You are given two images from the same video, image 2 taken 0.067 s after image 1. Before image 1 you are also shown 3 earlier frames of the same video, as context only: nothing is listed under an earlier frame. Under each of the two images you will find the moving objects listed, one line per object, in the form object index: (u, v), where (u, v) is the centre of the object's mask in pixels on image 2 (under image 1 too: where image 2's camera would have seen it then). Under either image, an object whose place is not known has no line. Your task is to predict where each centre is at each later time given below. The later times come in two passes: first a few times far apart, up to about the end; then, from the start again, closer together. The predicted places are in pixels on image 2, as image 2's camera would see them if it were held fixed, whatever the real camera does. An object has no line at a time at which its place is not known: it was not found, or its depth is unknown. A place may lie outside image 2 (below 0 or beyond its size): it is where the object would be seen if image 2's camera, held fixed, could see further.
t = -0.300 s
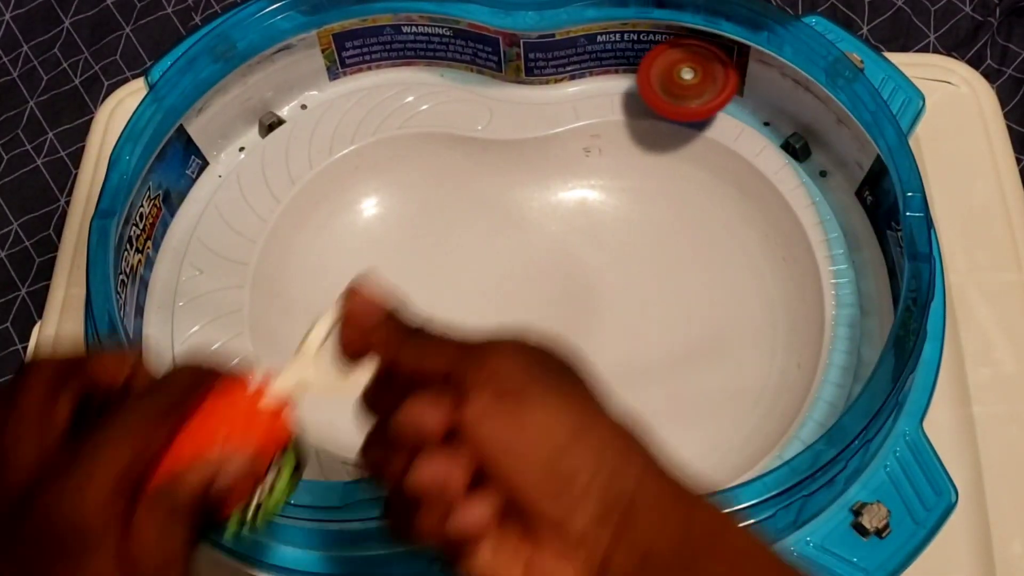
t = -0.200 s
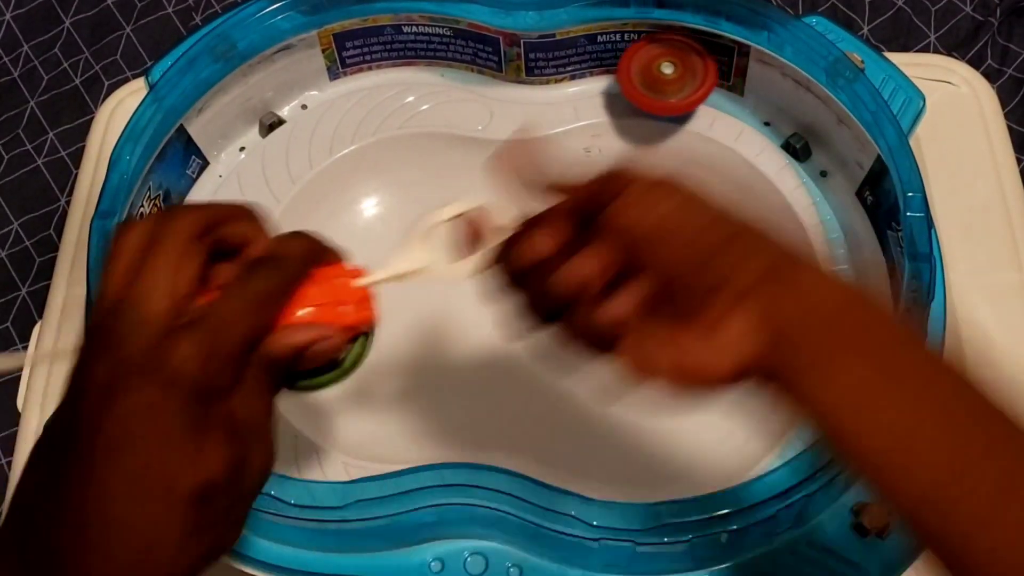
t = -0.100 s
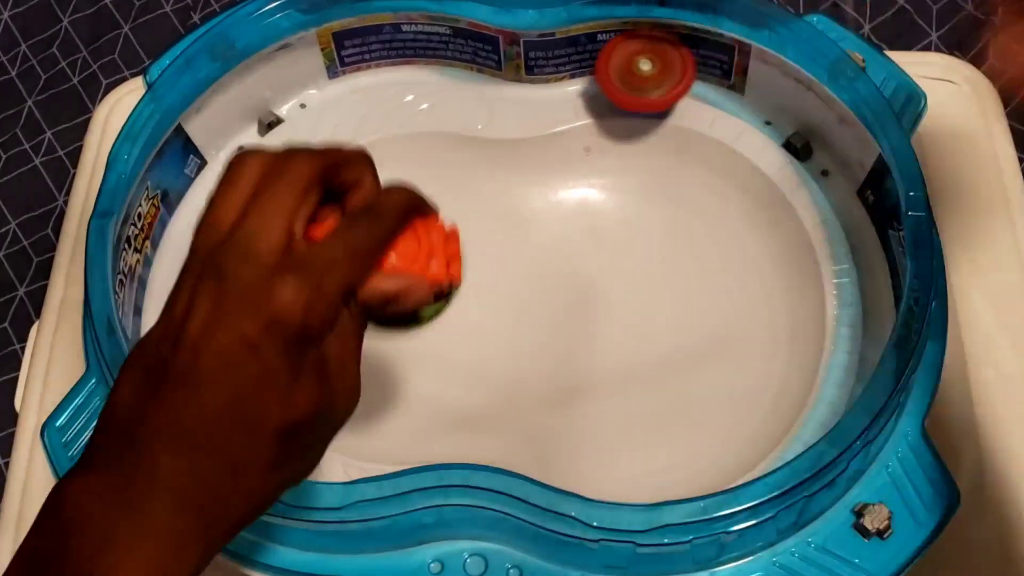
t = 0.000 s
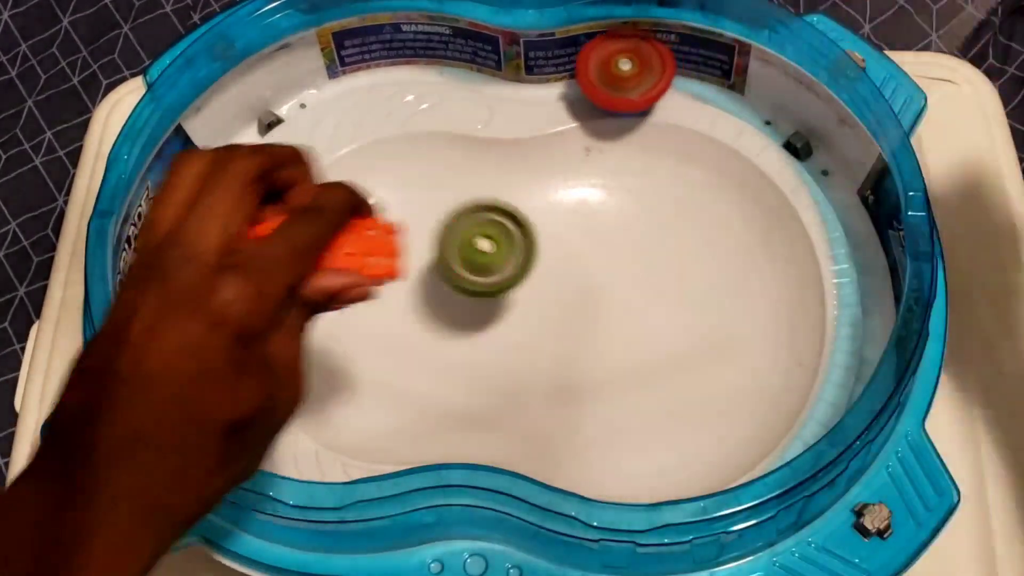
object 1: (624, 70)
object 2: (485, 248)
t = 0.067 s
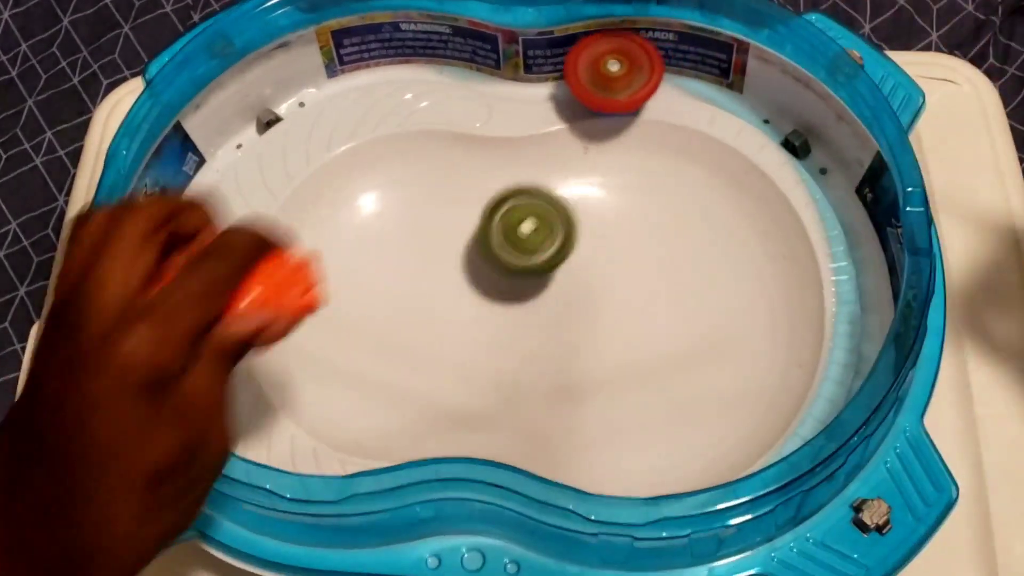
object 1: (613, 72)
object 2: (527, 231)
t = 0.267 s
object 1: (568, 115)
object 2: (657, 235)
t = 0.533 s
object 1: (476, 338)
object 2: (659, 188)
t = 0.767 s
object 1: (743, 399)
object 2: (523, 353)
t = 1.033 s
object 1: (555, 137)
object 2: (749, 394)
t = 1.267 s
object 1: (205, 379)
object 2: (565, 102)
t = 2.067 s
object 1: (527, 96)
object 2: (747, 129)
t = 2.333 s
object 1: (277, 378)
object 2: (351, 232)
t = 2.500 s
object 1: (409, 433)
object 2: (296, 437)
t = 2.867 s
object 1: (737, 108)
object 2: (625, 241)
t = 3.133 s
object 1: (559, 157)
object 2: (543, 281)
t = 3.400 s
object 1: (461, 293)
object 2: (765, 409)
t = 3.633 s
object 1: (482, 347)
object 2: (804, 301)
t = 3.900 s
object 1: (592, 361)
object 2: (456, 241)
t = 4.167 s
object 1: (658, 310)
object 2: (338, 403)
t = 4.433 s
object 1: (631, 219)
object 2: (721, 295)
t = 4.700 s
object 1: (566, 251)
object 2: (580, 136)
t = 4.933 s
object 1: (574, 324)
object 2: (368, 294)
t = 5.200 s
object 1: (693, 374)
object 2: (574, 398)
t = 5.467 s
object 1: (679, 191)
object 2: (659, 309)
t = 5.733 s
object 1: (463, 165)
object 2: (466, 272)
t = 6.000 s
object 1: (350, 241)
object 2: (326, 367)
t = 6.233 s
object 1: (509, 257)
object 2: (563, 353)
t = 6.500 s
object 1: (674, 238)
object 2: (720, 321)
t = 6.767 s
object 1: (688, 205)
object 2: (700, 306)
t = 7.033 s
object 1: (636, 270)
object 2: (615, 452)
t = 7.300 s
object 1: (538, 291)
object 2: (642, 352)
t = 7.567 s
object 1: (391, 152)
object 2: (475, 285)
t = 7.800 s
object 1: (410, 240)
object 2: (382, 325)
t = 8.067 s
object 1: (664, 262)
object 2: (477, 401)
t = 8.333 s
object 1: (666, 281)
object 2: (576, 314)
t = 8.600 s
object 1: (651, 328)
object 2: (528, 193)
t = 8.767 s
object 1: (647, 314)
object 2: (481, 198)
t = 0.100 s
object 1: (612, 75)
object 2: (549, 217)
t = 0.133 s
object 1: (611, 79)
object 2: (573, 211)
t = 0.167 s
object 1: (607, 83)
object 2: (595, 217)
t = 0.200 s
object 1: (597, 88)
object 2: (616, 233)
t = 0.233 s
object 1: (583, 97)
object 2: (636, 237)
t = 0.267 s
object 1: (568, 115)
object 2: (657, 235)
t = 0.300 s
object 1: (555, 140)
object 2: (676, 234)
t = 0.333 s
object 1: (541, 174)
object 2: (691, 228)
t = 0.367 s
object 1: (523, 211)
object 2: (700, 221)
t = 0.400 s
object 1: (503, 248)
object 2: (705, 213)
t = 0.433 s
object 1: (483, 278)
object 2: (703, 205)
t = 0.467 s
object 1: (470, 301)
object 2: (695, 198)
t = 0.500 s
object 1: (469, 320)
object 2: (681, 192)
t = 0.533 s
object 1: (476, 338)
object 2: (659, 188)
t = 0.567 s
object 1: (493, 356)
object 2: (629, 186)
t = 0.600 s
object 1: (519, 371)
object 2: (596, 198)
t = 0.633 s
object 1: (553, 385)
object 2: (568, 220)
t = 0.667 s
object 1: (592, 403)
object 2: (543, 253)
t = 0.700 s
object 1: (640, 419)
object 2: (528, 287)
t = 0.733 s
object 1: (692, 419)
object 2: (521, 320)
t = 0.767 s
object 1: (743, 399)
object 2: (523, 353)
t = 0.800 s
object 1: (781, 360)
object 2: (531, 382)
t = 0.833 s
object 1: (797, 318)
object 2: (546, 408)
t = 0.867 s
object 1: (796, 274)
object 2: (569, 432)
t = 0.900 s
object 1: (777, 236)
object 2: (602, 447)
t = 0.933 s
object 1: (739, 203)
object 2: (638, 453)
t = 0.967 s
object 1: (685, 171)
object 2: (677, 448)
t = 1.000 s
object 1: (621, 147)
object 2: (717, 429)
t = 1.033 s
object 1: (555, 137)
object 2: (749, 394)
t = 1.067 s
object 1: (488, 144)
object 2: (767, 351)
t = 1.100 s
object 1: (421, 162)
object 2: (772, 300)
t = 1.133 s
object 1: (360, 188)
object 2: (762, 248)
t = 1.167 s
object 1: (299, 219)
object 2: (735, 194)
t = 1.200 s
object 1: (250, 264)
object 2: (694, 147)
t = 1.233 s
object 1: (223, 317)
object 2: (631, 114)
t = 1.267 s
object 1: (205, 379)
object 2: (565, 102)
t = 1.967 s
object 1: (659, 81)
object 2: (838, 252)
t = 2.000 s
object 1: (611, 83)
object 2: (843, 196)
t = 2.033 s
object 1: (565, 88)
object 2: (793, 160)
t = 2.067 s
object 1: (527, 96)
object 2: (747, 129)
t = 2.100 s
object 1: (495, 109)
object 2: (696, 95)
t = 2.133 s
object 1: (460, 130)
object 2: (647, 73)
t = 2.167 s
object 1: (428, 166)
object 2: (596, 78)
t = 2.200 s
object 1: (387, 201)
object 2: (549, 96)
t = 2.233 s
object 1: (342, 239)
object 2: (503, 120)
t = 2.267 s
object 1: (300, 283)
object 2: (455, 153)
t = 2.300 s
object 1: (276, 331)
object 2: (409, 194)
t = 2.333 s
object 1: (277, 378)
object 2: (351, 232)
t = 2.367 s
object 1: (301, 422)
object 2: (291, 277)
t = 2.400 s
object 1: (335, 453)
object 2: (257, 323)
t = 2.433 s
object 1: (358, 455)
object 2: (234, 377)
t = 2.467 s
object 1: (383, 445)
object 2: (234, 422)
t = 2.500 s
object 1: (409, 433)
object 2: (296, 437)
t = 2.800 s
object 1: (778, 187)
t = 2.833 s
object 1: (760, 143)
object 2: (612, 260)
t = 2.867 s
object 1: (737, 108)
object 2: (625, 241)
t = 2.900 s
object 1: (713, 84)
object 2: (633, 224)
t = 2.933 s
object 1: (679, 85)
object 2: (634, 211)
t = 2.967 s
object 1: (652, 86)
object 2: (629, 199)
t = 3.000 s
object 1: (627, 95)
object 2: (617, 190)
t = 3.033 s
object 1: (607, 96)
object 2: (595, 210)
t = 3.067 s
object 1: (590, 101)
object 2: (572, 237)
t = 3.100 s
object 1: (573, 125)
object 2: (552, 262)
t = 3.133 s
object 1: (559, 157)
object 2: (543, 281)
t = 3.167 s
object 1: (542, 196)
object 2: (541, 303)
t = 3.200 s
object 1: (523, 229)
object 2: (545, 323)
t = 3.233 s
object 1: (503, 243)
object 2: (565, 358)
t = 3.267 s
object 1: (487, 253)
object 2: (594, 391)
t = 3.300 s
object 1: (478, 262)
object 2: (635, 422)
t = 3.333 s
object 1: (469, 273)
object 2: (684, 441)
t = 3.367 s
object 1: (464, 282)
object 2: (729, 430)
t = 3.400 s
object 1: (461, 293)
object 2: (765, 409)
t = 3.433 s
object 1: (458, 301)
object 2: (793, 388)
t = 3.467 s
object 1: (459, 311)
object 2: (819, 363)
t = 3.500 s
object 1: (459, 320)
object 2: (838, 344)
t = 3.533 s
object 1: (462, 327)
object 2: (847, 331)
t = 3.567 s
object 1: (467, 336)
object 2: (842, 319)
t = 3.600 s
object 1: (472, 342)
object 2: (827, 309)
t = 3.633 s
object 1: (482, 347)
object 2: (804, 301)
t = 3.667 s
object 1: (493, 352)
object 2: (776, 299)
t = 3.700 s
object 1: (505, 354)
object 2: (731, 288)
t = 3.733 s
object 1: (520, 356)
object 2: (687, 267)
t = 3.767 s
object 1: (535, 358)
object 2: (645, 248)
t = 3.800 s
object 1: (550, 359)
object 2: (601, 237)
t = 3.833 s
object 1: (565, 361)
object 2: (556, 233)
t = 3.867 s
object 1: (579, 361)
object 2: (507, 235)
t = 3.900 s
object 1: (592, 361)
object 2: (456, 241)
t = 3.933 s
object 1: (605, 363)
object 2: (411, 248)
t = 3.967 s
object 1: (616, 362)
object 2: (371, 260)
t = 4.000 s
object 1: (627, 357)
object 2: (335, 275)
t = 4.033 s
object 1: (637, 352)
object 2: (303, 297)
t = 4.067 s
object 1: (644, 342)
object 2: (284, 322)
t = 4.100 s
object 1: (653, 331)
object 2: (283, 351)
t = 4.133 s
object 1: (657, 321)
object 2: (302, 379)
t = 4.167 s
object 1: (658, 310)
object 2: (338, 403)
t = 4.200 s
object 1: (661, 297)
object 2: (395, 410)
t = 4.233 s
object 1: (661, 286)
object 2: (456, 400)
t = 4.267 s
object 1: (658, 275)
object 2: (521, 386)
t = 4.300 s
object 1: (656, 264)
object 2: (579, 372)
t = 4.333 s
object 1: (650, 256)
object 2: (628, 357)
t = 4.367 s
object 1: (645, 242)
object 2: (667, 340)
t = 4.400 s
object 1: (639, 228)
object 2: (700, 318)
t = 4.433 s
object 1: (631, 219)
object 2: (721, 295)
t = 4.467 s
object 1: (621, 212)
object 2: (734, 266)
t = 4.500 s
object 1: (613, 207)
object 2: (738, 235)
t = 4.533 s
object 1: (606, 208)
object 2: (734, 205)
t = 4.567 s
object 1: (599, 211)
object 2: (717, 177)
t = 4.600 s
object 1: (594, 215)
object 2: (691, 156)
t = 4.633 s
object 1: (590, 222)
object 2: (651, 144)
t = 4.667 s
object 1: (578, 237)
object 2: (616, 135)
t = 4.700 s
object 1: (566, 251)
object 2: (580, 136)
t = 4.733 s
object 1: (560, 260)
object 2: (545, 149)
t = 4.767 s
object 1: (557, 271)
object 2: (506, 175)
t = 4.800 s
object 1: (556, 282)
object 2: (467, 206)
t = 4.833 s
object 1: (558, 291)
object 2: (430, 231)
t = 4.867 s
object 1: (562, 302)
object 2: (399, 253)
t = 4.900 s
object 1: (568, 313)
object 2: (378, 273)
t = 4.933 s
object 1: (574, 324)
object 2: (368, 294)
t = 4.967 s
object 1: (582, 335)
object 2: (367, 316)
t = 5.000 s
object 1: (594, 347)
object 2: (378, 339)
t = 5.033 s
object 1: (608, 359)
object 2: (397, 357)
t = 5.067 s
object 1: (622, 369)
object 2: (424, 370)
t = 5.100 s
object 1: (637, 376)
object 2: (460, 380)
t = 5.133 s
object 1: (651, 377)
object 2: (505, 385)
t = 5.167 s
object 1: (666, 376)
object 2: (549, 392)
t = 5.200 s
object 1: (693, 374)
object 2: (574, 398)
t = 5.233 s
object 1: (723, 362)
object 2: (596, 404)
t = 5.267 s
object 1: (747, 343)
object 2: (614, 408)
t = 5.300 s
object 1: (763, 318)
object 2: (638, 404)
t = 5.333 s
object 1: (768, 288)
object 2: (657, 391)
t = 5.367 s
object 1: (761, 255)
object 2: (667, 374)
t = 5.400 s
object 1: (740, 224)
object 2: (672, 352)
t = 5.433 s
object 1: (713, 202)
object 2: (668, 329)
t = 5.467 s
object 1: (679, 191)
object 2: (659, 309)
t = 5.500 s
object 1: (645, 191)
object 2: (644, 289)
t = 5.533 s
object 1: (616, 188)
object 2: (626, 278)
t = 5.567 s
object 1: (589, 177)
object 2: (602, 275)
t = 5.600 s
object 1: (563, 174)
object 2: (576, 272)
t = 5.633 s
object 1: (535, 176)
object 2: (549, 268)
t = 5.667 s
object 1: (509, 174)
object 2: (521, 267)
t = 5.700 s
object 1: (483, 175)
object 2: (496, 265)
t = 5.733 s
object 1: (463, 165)
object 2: (466, 272)
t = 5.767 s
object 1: (437, 150)
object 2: (436, 281)
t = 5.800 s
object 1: (411, 146)
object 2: (409, 285)
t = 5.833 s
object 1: (385, 150)
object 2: (386, 289)
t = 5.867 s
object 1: (361, 167)
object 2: (364, 294)
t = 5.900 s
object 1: (342, 195)
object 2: (346, 303)
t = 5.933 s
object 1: (336, 219)
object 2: (331, 319)
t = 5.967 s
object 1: (339, 232)
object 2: (323, 343)
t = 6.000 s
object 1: (350, 241)
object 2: (326, 367)
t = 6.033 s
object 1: (368, 248)
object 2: (345, 390)
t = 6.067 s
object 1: (389, 251)
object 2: (377, 405)
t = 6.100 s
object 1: (413, 251)
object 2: (421, 406)
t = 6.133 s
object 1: (438, 249)
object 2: (468, 397)
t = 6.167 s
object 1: (462, 250)
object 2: (506, 384)
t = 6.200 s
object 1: (486, 251)
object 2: (537, 369)
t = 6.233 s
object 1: (509, 257)
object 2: (563, 353)
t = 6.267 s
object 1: (532, 256)
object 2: (582, 347)
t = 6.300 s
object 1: (549, 238)
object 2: (608, 361)
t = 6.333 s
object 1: (568, 231)
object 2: (637, 367)
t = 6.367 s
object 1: (587, 229)
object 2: (661, 367)
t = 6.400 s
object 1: (609, 233)
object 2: (681, 359)
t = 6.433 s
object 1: (631, 238)
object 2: (699, 347)
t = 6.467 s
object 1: (653, 242)
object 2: (711, 331)
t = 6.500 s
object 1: (674, 238)
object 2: (720, 321)
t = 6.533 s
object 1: (691, 219)
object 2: (733, 329)
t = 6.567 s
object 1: (705, 208)
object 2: (742, 329)
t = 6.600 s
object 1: (714, 198)
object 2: (747, 326)
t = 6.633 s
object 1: (715, 193)
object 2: (749, 317)
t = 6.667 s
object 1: (709, 190)
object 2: (745, 308)
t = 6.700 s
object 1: (703, 189)
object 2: (733, 303)
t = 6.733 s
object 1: (696, 193)
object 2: (717, 303)
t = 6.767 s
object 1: (688, 205)
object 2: (700, 306)
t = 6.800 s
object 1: (682, 220)
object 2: (682, 315)
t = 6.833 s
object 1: (680, 225)
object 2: (657, 340)
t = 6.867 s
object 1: (676, 225)
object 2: (637, 362)
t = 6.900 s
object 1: (670, 232)
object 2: (619, 386)
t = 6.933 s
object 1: (662, 238)
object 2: (606, 409)
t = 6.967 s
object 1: (654, 248)
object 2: (600, 431)
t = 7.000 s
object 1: (644, 258)
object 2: (604, 445)
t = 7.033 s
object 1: (636, 270)
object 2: (615, 452)
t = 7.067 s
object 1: (625, 283)
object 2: (631, 452)
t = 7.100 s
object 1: (617, 297)
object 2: (652, 446)
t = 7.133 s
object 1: (608, 311)
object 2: (670, 431)
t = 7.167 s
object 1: (600, 326)
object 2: (677, 412)
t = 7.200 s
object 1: (590, 331)
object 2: (674, 389)
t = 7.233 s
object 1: (572, 322)
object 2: (671, 380)
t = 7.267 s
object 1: (558, 307)
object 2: (660, 367)
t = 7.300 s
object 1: (538, 291)
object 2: (642, 352)
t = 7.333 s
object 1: (518, 281)
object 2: (618, 340)
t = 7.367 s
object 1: (500, 269)
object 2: (594, 327)
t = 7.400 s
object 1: (484, 254)
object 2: (569, 315)
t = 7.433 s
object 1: (469, 239)
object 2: (545, 301)
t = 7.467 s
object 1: (449, 213)
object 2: (525, 297)
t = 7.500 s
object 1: (428, 188)
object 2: (508, 295)
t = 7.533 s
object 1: (410, 166)
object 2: (490, 291)
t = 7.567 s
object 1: (391, 152)
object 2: (475, 285)
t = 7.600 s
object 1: (376, 148)
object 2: (458, 280)
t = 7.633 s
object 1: (365, 157)
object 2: (443, 274)
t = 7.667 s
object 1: (359, 175)
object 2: (426, 268)
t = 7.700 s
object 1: (358, 200)
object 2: (412, 268)
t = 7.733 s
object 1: (354, 219)
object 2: (403, 281)
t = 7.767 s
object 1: (381, 228)
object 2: (390, 302)
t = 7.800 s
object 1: (410, 240)
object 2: (382, 325)
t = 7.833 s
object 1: (443, 249)
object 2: (379, 345)
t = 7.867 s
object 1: (478, 255)
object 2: (379, 365)
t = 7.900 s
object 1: (513, 258)
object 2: (383, 382)
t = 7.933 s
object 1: (550, 258)
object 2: (392, 395)
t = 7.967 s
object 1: (582, 261)
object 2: (408, 403)
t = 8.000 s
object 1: (614, 262)
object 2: (428, 405)
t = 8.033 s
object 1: (642, 263)
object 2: (451, 404)
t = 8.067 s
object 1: (664, 262)
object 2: (477, 401)
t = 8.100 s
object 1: (679, 261)
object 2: (496, 396)
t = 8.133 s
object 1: (686, 259)
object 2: (510, 392)
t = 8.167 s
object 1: (687, 259)
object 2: (526, 384)
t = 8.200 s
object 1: (683, 260)
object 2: (538, 372)
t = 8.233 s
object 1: (677, 262)
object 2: (550, 361)
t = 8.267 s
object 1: (673, 267)
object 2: (563, 347)
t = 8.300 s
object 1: (670, 274)
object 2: (571, 331)
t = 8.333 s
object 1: (666, 281)
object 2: (576, 314)
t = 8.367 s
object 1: (678, 281)
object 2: (572, 295)
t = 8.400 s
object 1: (680, 284)
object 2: (570, 274)
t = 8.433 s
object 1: (674, 289)
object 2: (566, 258)
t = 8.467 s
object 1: (665, 298)
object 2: (561, 241)
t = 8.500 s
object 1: (654, 306)
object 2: (553, 224)
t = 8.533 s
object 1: (650, 315)
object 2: (543, 211)
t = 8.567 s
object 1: (649, 323)
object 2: (536, 199)
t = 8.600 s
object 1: (651, 328)
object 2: (528, 193)
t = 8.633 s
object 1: (653, 329)
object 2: (520, 188)
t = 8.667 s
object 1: (655, 327)
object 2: (511, 186)
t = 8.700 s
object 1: (655, 323)
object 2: (500, 187)
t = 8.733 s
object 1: (652, 319)
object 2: (491, 191)
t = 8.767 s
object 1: (647, 314)
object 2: (481, 198)
